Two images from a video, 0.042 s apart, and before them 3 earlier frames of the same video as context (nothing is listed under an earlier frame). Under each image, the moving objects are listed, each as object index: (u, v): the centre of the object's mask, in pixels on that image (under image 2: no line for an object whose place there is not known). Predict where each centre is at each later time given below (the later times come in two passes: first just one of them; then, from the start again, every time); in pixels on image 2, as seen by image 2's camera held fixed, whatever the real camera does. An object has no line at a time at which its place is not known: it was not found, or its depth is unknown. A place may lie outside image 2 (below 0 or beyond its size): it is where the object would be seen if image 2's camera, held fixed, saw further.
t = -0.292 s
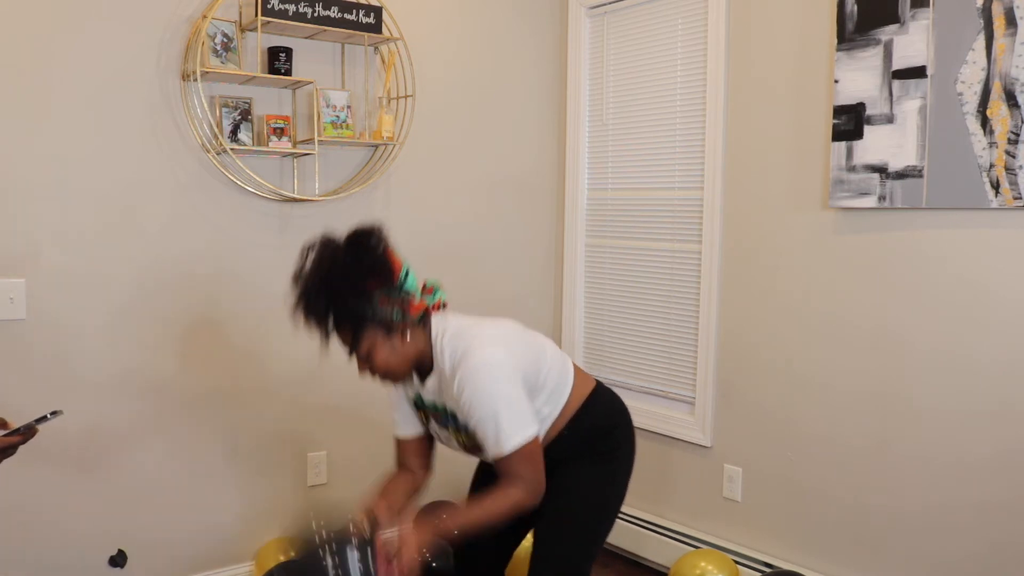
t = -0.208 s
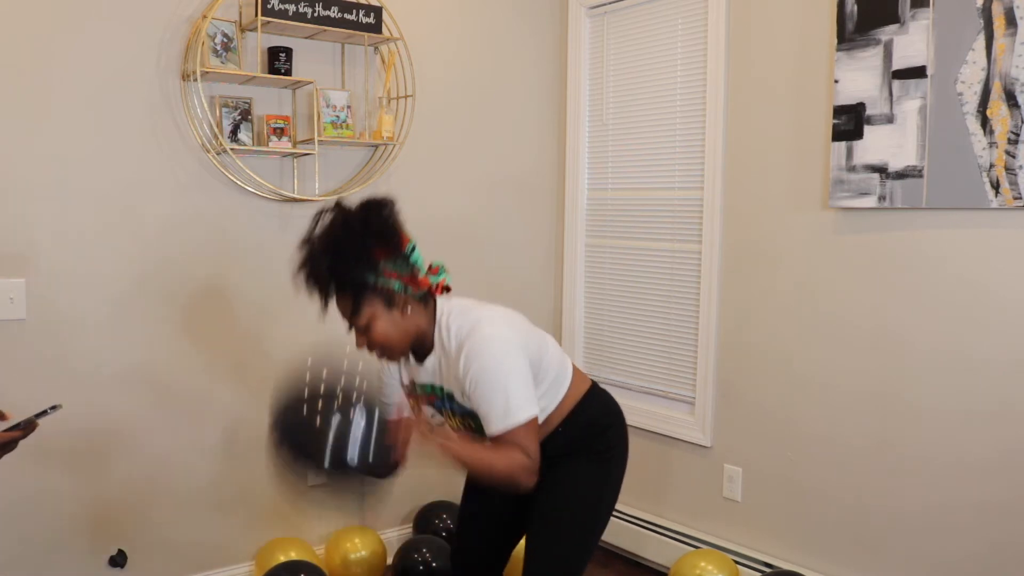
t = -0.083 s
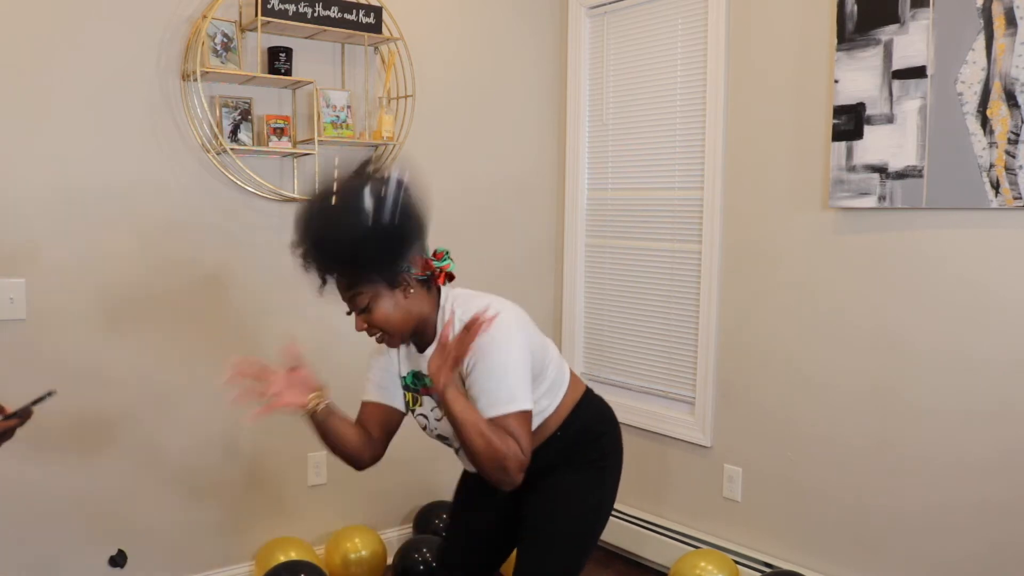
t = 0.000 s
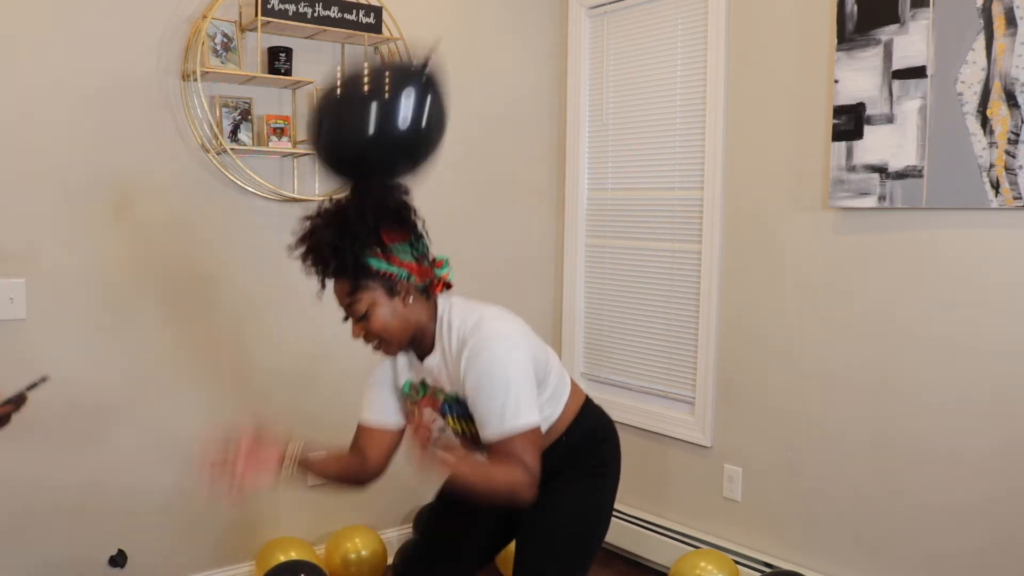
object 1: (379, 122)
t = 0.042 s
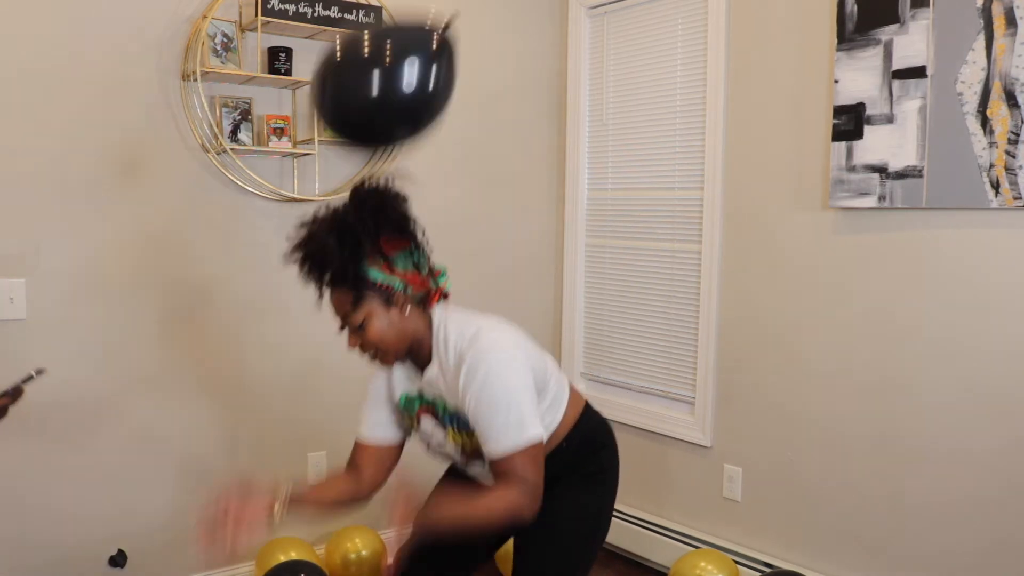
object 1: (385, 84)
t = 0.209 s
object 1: (399, 25)
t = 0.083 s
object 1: (388, 54)
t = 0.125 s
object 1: (390, 39)
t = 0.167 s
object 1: (393, 31)
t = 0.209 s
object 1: (399, 25)
